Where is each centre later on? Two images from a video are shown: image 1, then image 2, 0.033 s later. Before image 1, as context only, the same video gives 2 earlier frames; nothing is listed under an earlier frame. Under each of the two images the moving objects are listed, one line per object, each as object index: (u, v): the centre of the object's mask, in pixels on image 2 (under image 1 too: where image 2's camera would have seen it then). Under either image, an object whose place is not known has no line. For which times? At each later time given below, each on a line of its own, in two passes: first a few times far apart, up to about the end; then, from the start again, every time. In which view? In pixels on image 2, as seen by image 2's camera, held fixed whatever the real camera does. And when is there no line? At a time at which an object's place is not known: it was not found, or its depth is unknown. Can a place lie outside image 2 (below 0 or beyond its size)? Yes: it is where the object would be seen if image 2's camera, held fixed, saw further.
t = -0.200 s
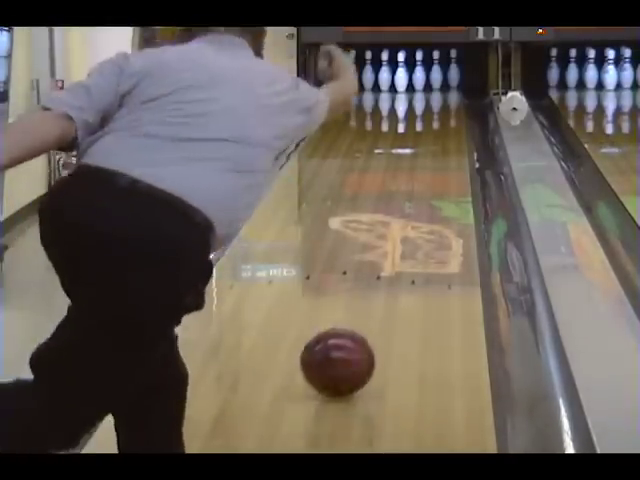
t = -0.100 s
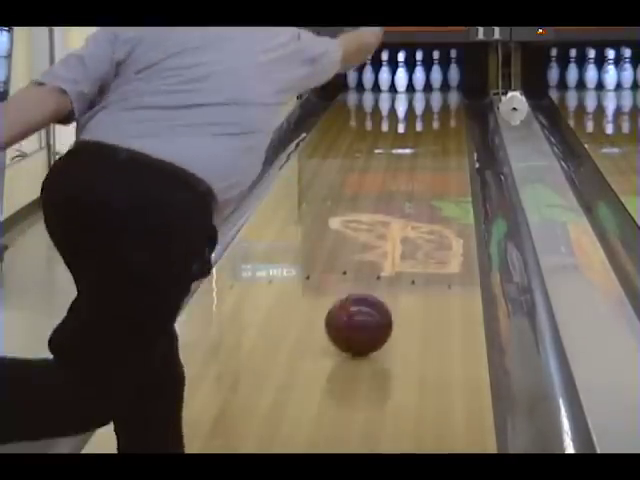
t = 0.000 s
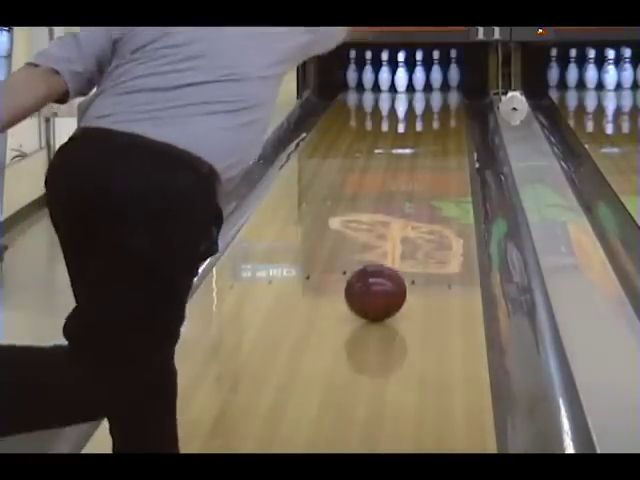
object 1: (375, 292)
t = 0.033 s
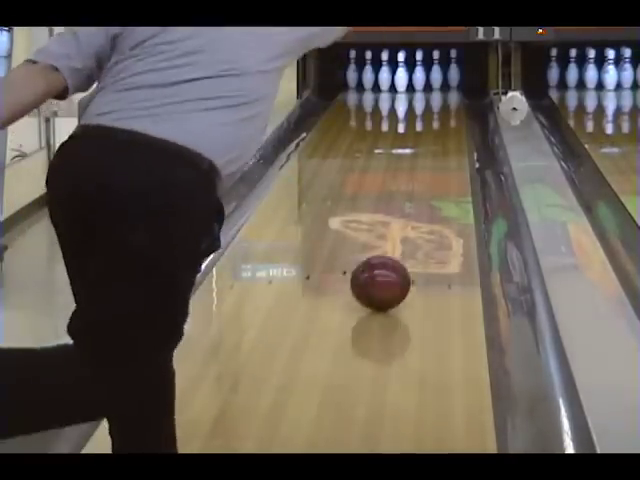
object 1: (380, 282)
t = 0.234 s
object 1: (403, 236)
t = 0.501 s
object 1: (426, 192)
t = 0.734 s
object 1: (439, 163)
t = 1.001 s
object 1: (439, 138)
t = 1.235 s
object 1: (439, 121)
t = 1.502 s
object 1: (435, 107)
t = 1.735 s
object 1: (426, 95)
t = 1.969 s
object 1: (416, 86)
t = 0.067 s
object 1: (384, 274)
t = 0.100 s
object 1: (389, 265)
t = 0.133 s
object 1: (393, 258)
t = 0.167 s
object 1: (396, 250)
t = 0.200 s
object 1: (400, 243)
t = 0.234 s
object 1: (403, 236)
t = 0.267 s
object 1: (406, 230)
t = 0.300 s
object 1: (409, 223)
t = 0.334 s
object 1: (412, 218)
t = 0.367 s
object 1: (415, 211)
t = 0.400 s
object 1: (418, 206)
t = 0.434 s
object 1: (420, 200)
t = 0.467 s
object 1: (423, 195)
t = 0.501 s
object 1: (426, 192)
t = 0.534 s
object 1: (430, 192)
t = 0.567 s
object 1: (433, 178)
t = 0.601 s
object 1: (432, 178)
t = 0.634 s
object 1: (435, 174)
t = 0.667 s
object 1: (437, 170)
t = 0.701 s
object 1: (438, 166)
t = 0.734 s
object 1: (439, 163)
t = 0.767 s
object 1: (441, 160)
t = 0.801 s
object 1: (442, 156)
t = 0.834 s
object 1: (443, 153)
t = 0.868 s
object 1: (444, 150)
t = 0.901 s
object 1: (446, 146)
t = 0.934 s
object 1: (447, 143)
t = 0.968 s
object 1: (448, 140)
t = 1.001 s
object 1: (439, 138)
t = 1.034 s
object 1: (439, 135)
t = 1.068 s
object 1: (440, 132)
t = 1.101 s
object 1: (439, 130)
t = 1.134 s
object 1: (440, 127)
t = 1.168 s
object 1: (439, 125)
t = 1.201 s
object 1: (439, 123)
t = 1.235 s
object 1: (439, 121)
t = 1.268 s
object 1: (438, 119)
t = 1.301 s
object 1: (438, 117)
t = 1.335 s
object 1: (438, 115)
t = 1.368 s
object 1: (438, 113)
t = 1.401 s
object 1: (438, 112)
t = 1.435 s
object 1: (437, 110)
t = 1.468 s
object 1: (436, 108)
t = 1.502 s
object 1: (435, 107)
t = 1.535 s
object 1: (434, 105)
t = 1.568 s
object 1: (433, 102)
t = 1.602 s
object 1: (432, 102)
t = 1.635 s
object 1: (431, 100)
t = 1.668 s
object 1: (430, 98)
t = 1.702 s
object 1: (428, 96)
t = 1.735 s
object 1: (426, 95)
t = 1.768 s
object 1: (425, 93)
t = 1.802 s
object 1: (423, 92)
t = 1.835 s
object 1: (421, 91)
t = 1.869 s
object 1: (420, 90)
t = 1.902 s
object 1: (419, 88)
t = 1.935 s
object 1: (417, 87)
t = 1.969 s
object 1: (416, 86)
